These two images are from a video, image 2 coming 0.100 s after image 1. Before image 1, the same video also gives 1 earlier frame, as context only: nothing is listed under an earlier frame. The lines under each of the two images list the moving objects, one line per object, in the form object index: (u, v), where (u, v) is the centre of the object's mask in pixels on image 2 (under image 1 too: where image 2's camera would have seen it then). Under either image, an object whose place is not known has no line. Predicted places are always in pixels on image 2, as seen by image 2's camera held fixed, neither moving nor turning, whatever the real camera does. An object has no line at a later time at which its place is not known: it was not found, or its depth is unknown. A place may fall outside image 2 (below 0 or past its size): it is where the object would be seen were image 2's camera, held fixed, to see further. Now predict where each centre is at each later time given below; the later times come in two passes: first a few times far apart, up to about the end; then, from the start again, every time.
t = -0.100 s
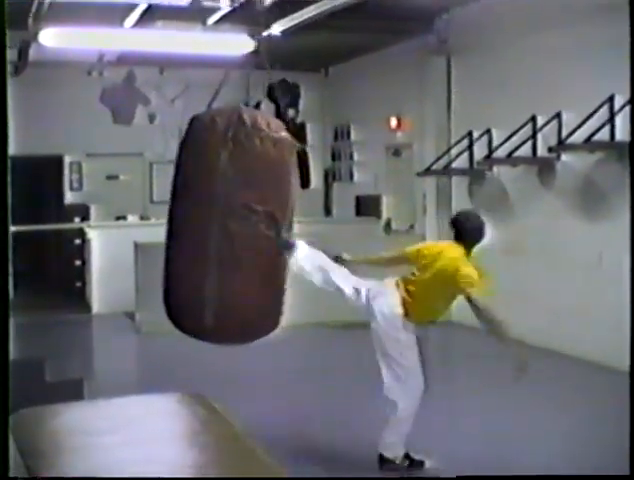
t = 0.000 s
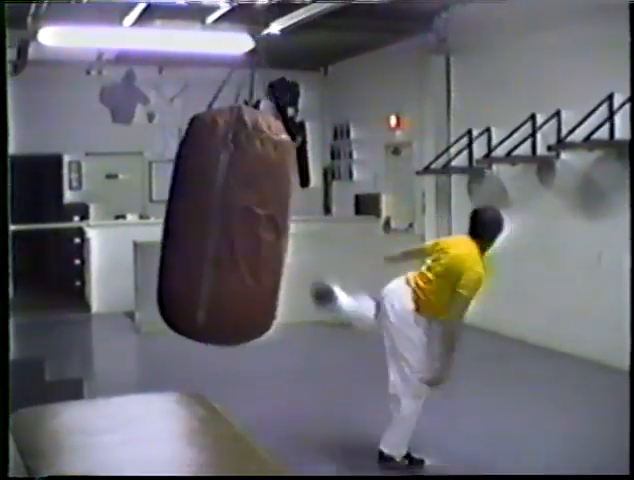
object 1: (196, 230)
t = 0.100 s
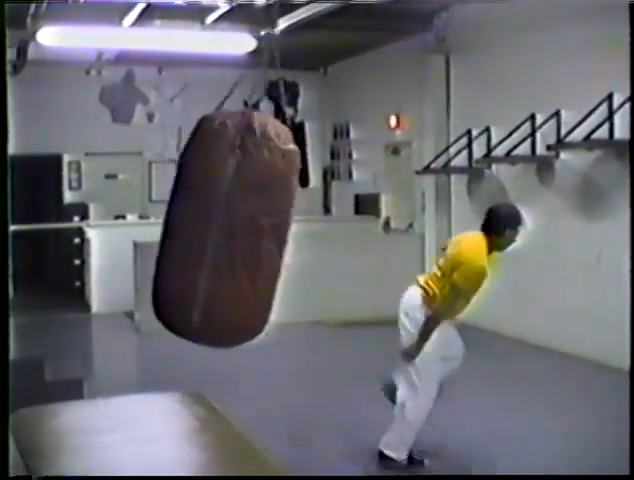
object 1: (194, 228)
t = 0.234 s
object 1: (203, 232)
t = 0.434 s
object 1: (218, 242)
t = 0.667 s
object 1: (250, 248)
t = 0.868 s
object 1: (284, 246)
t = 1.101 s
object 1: (319, 245)
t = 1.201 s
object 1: (332, 243)
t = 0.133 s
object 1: (198, 232)
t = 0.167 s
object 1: (200, 232)
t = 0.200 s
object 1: (199, 228)
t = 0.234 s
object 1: (203, 232)
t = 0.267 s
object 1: (206, 233)
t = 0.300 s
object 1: (208, 236)
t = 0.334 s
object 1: (210, 238)
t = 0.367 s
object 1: (212, 239)
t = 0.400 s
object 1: (215, 241)
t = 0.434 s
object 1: (218, 242)
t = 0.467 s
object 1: (222, 242)
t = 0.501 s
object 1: (225, 241)
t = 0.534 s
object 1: (230, 241)
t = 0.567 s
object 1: (236, 244)
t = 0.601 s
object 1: (240, 245)
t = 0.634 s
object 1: (246, 246)
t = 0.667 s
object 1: (250, 248)
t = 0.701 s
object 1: (256, 248)
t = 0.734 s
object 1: (261, 248)
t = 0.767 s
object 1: (267, 247)
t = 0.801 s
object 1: (273, 247)
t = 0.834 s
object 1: (278, 245)
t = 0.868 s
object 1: (284, 246)
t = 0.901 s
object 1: (290, 247)
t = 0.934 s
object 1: (295, 248)
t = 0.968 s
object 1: (300, 248)
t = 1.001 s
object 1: (305, 248)
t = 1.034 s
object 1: (309, 246)
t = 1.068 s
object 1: (314, 245)
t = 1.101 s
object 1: (319, 245)
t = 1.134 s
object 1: (324, 244)
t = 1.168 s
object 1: (328, 244)
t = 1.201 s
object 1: (332, 243)
